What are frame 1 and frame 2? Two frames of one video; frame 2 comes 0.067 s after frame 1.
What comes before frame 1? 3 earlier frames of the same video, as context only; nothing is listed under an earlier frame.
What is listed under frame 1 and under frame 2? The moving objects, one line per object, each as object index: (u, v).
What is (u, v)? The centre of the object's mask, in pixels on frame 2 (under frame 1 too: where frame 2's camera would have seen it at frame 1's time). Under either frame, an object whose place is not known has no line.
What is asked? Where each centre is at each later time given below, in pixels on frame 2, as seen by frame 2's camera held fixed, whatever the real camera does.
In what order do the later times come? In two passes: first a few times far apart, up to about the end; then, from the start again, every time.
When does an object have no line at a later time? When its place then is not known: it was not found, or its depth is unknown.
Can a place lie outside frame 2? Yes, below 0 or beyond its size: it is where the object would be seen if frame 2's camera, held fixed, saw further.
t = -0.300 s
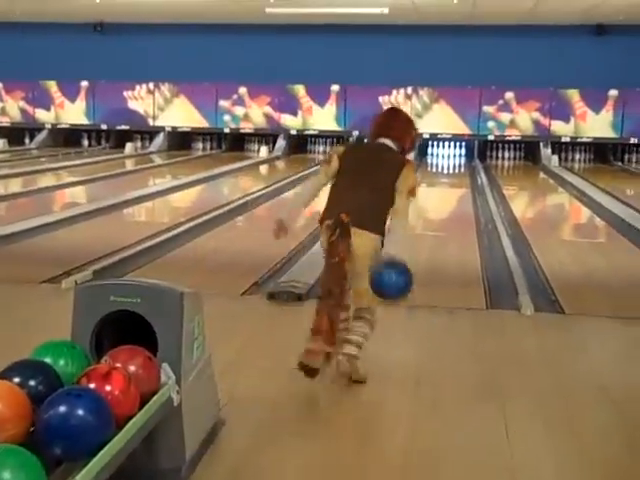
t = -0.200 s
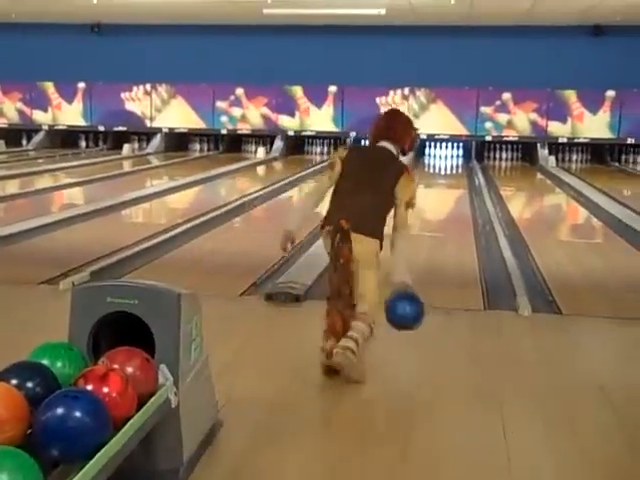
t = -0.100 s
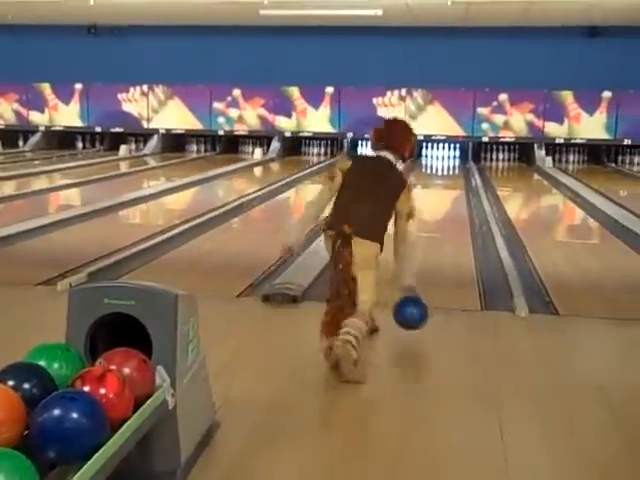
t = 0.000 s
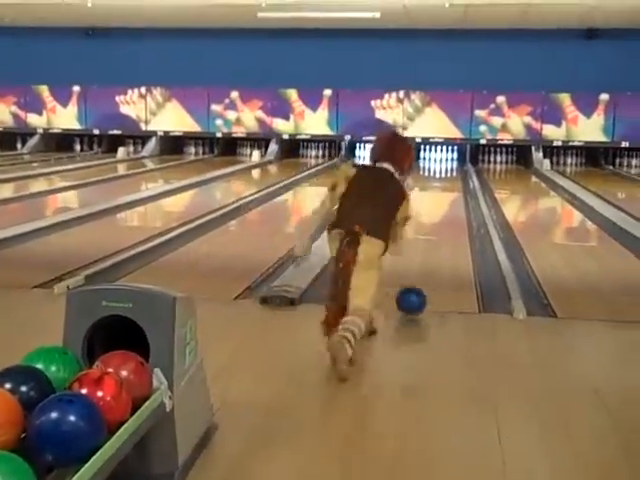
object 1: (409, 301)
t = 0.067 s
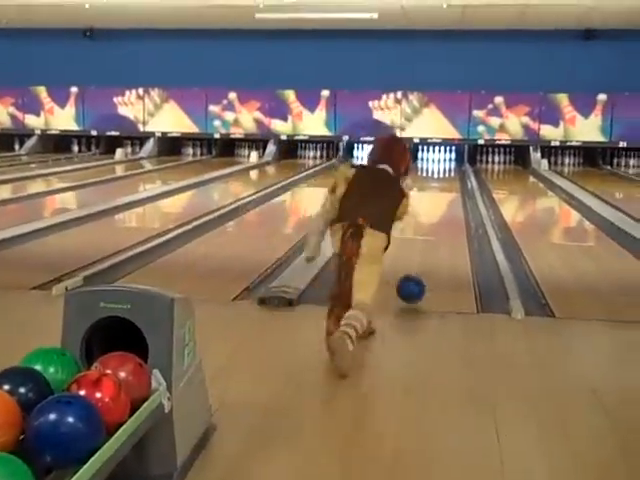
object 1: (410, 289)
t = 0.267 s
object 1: (413, 262)
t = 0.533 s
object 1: (415, 234)
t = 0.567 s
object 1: (416, 231)
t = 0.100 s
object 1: (411, 285)
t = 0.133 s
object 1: (411, 280)
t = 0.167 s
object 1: (412, 275)
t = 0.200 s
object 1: (412, 270)
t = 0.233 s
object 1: (413, 266)
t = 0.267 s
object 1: (413, 262)
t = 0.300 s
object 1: (413, 258)
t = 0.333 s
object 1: (414, 254)
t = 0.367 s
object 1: (414, 250)
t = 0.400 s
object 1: (414, 247)
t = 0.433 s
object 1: (415, 243)
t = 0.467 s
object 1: (415, 240)
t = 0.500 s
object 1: (415, 237)
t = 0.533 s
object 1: (415, 234)
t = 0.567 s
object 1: (416, 231)
